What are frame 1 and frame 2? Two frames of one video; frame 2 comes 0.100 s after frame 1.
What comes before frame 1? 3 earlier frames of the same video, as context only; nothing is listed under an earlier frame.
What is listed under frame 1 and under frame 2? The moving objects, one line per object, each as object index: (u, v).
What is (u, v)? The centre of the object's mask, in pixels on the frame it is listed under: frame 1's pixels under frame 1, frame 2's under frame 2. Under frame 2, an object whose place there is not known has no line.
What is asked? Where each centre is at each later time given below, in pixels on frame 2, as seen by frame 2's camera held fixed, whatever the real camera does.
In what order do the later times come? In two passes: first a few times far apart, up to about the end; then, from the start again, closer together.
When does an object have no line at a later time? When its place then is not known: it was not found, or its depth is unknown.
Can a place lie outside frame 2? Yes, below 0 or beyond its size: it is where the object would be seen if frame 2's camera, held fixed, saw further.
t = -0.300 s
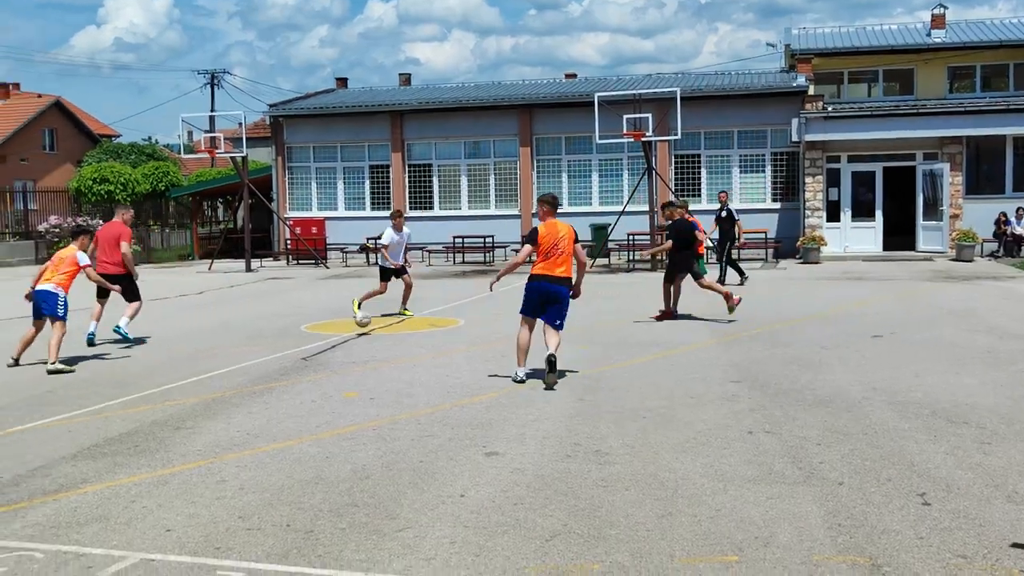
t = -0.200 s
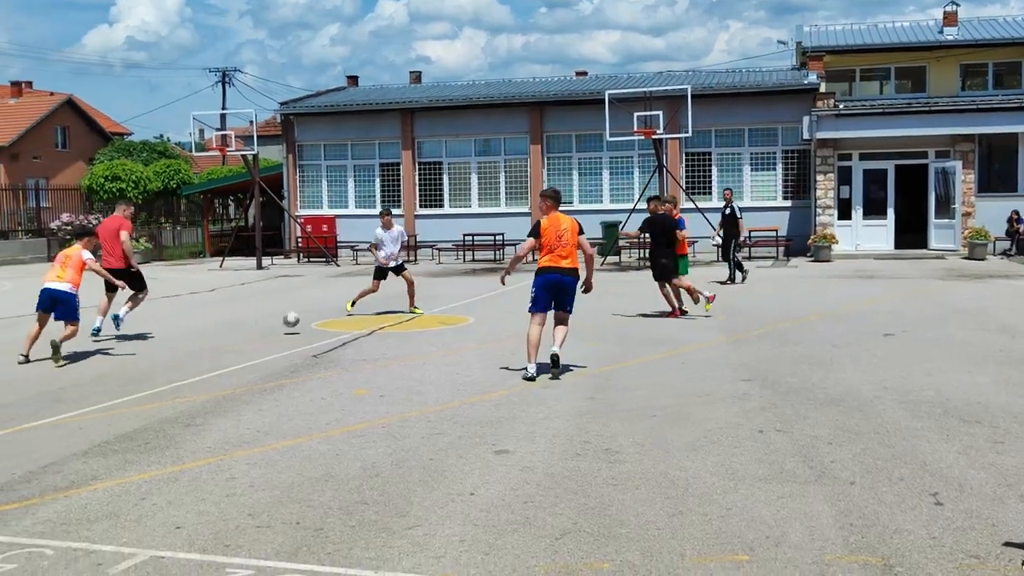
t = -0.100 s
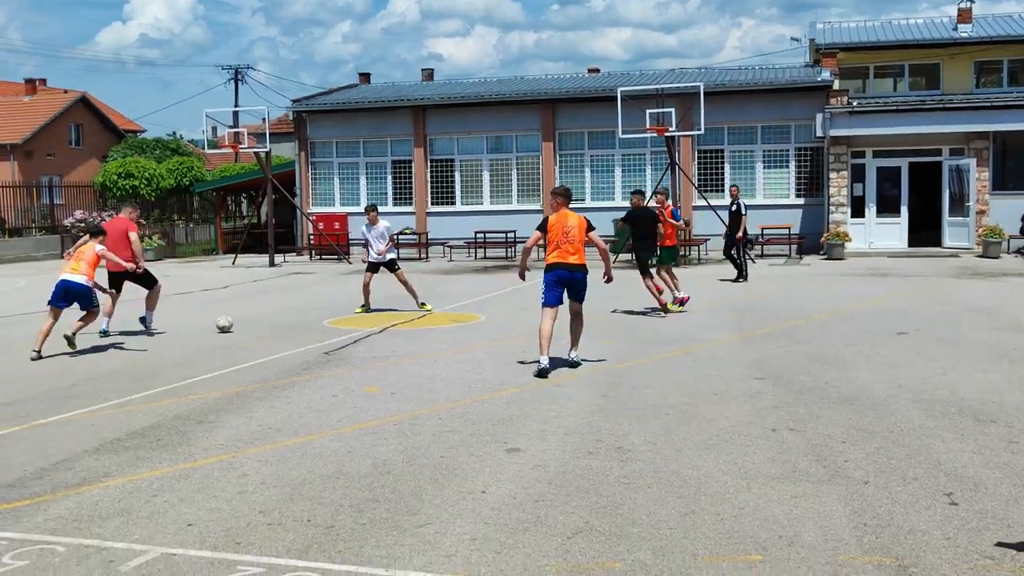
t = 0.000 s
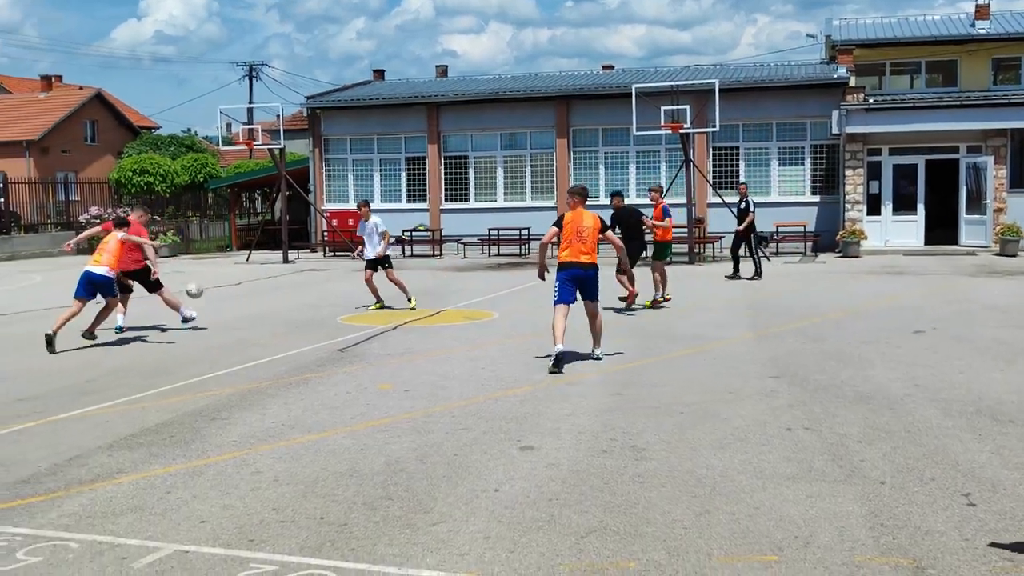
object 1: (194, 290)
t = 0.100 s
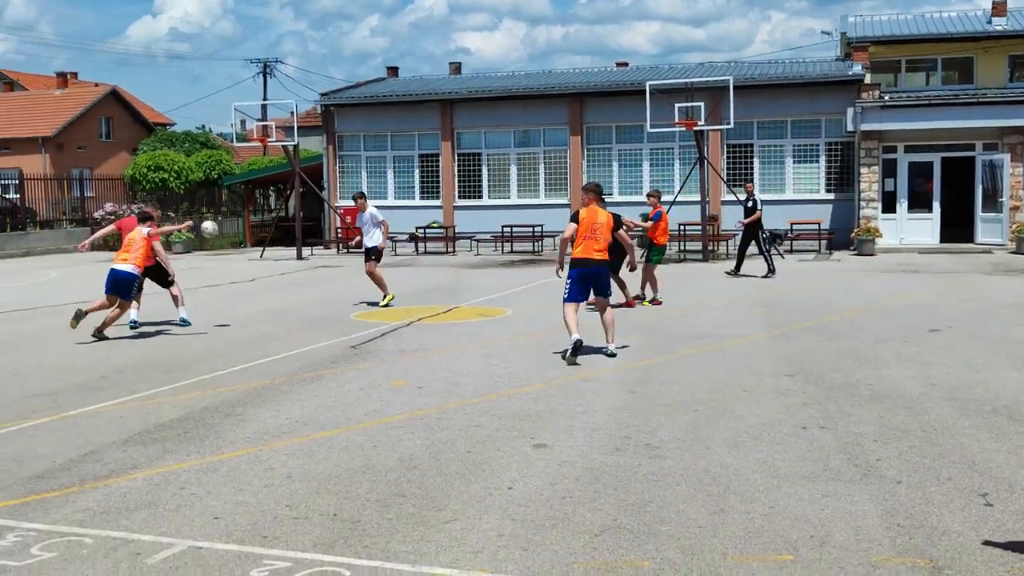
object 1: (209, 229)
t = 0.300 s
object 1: (210, 126)
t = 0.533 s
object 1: (207, 40)
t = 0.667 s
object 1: (206, 10)
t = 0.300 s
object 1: (210, 126)
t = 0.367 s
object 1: (209, 99)
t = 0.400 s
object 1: (209, 86)
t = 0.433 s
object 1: (209, 74)
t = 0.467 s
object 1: (208, 62)
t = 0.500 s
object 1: (209, 51)
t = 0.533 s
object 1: (207, 40)
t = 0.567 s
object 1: (207, 31)
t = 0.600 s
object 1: (208, 23)
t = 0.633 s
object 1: (207, 14)
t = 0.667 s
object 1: (206, 10)
